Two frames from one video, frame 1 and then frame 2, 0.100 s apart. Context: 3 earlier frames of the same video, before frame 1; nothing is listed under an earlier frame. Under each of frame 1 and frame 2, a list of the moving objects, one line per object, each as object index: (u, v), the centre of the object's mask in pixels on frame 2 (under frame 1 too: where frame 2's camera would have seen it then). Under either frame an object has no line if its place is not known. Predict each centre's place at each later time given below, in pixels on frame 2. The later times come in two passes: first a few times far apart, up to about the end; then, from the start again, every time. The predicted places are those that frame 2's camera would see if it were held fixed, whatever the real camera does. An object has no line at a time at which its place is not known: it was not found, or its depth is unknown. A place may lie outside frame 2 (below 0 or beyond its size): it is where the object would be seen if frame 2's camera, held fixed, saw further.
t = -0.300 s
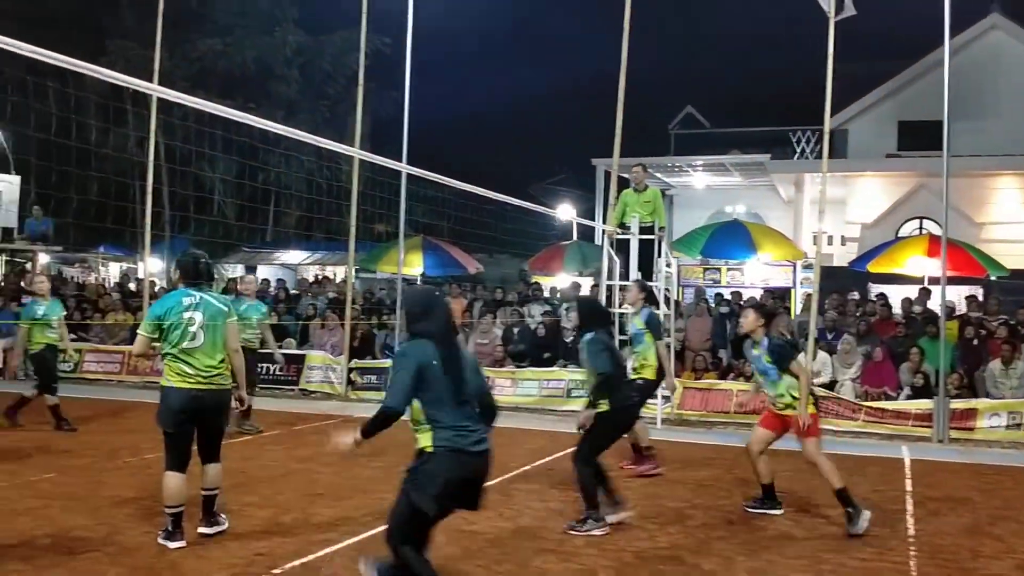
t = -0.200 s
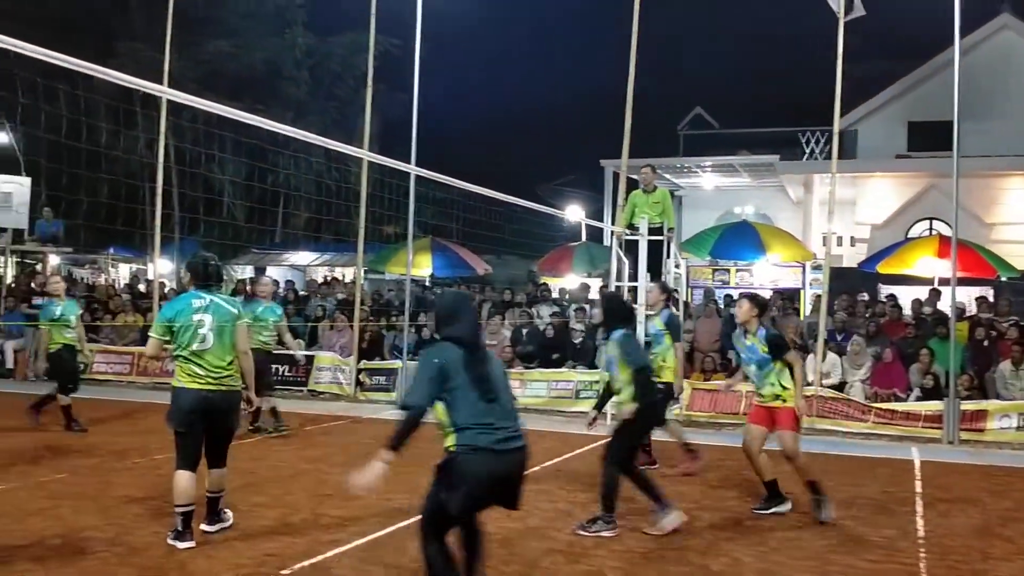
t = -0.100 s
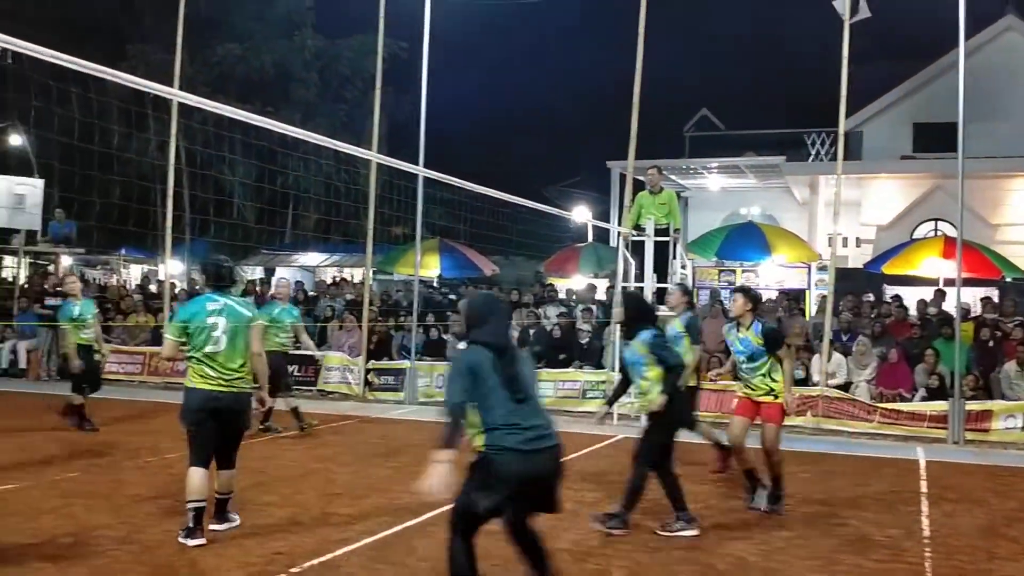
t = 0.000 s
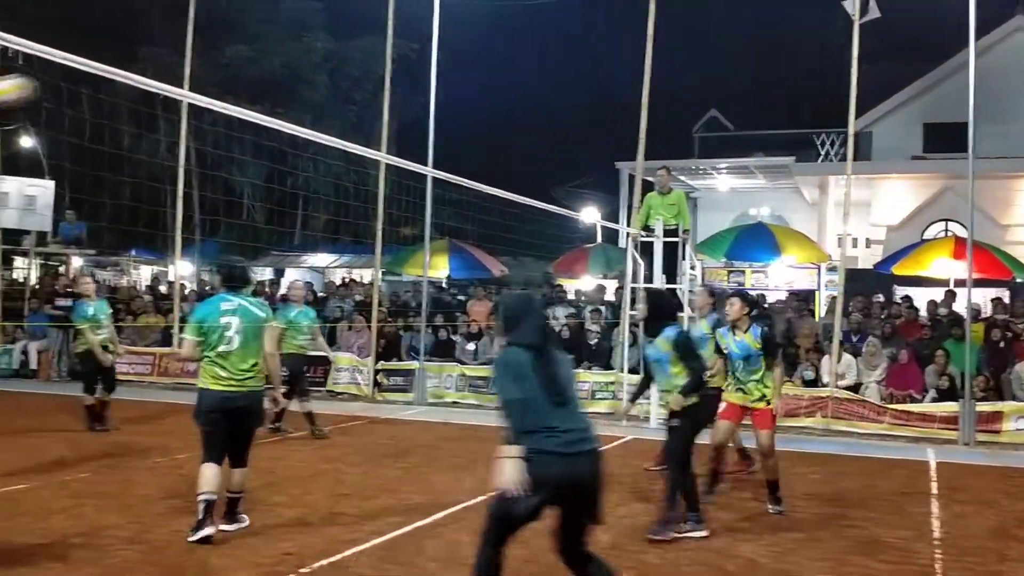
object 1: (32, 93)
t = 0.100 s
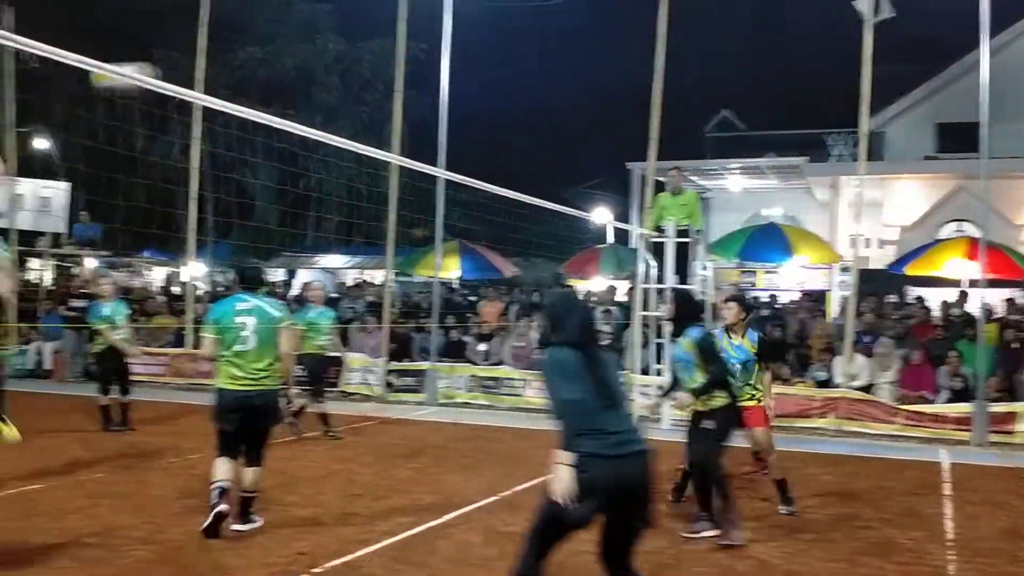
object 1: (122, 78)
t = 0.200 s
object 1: (236, 74)
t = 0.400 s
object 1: (468, 116)
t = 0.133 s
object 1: (166, 71)
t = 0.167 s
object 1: (198, 73)
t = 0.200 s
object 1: (236, 74)
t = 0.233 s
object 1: (273, 79)
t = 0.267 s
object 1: (311, 82)
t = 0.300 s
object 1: (349, 88)
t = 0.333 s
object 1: (389, 94)
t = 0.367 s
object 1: (428, 104)
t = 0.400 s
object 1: (468, 116)
